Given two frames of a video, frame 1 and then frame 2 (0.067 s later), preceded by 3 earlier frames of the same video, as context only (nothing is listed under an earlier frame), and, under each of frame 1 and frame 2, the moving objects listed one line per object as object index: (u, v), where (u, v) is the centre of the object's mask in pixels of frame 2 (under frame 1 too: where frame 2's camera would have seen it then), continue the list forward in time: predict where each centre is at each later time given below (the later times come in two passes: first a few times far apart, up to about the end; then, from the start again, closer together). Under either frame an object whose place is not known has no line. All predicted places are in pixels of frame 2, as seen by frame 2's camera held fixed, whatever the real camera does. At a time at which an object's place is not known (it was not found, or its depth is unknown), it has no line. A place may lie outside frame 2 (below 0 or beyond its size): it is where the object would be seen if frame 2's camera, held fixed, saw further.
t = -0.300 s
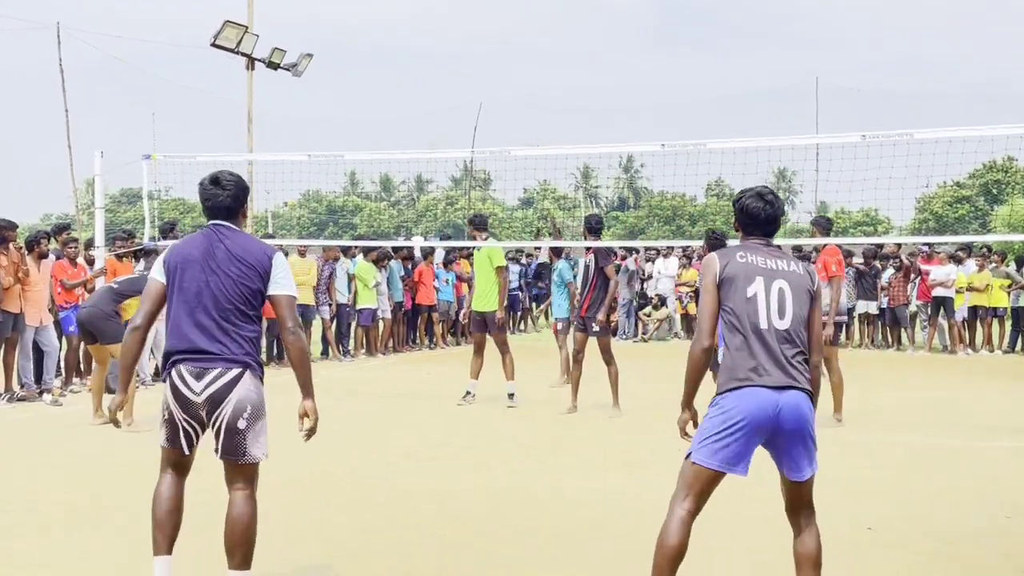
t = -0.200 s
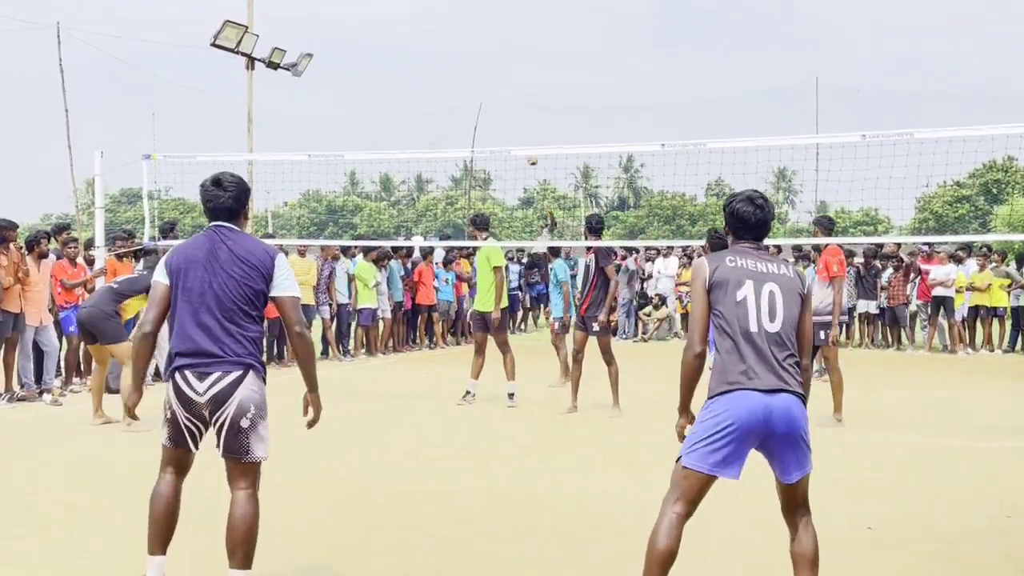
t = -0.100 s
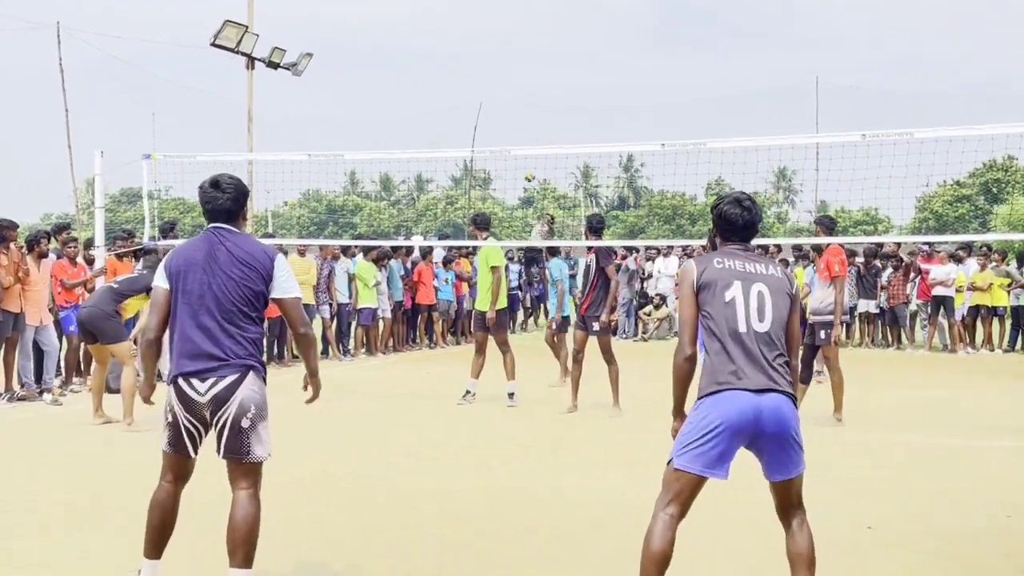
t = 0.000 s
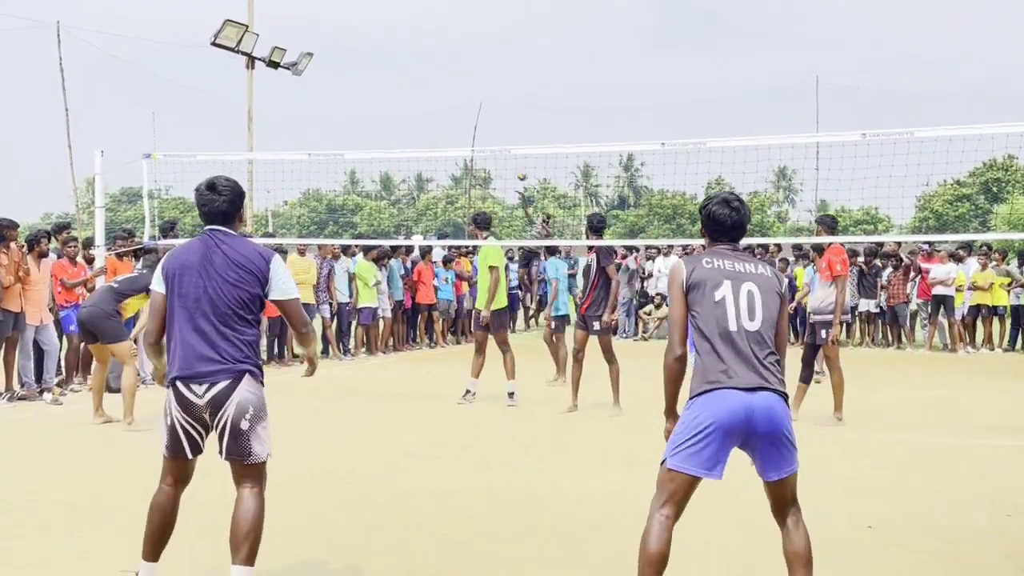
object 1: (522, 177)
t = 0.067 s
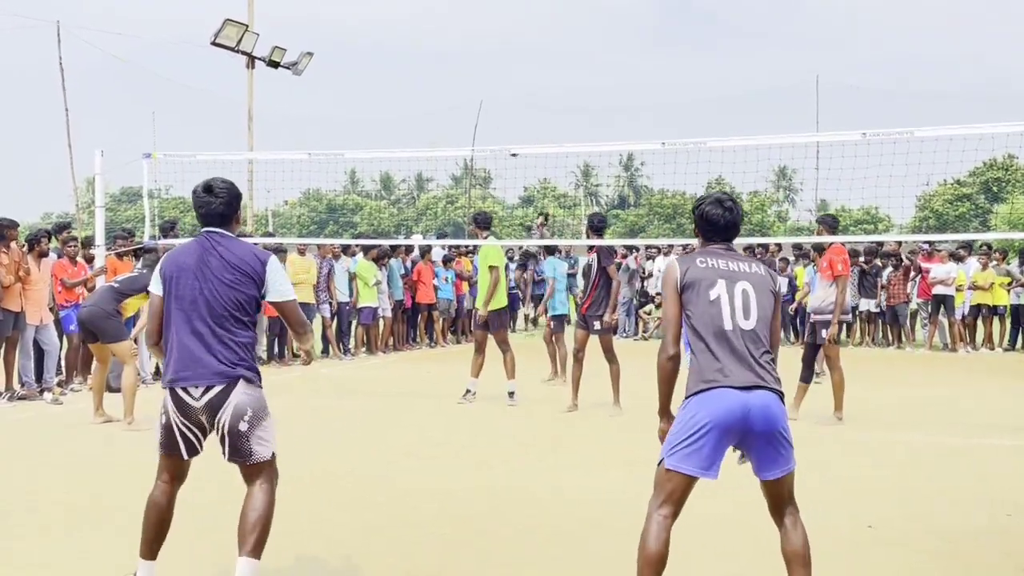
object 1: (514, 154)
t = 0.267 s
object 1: (481, 90)
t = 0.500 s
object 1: (431, 53)
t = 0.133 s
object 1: (503, 128)
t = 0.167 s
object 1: (499, 118)
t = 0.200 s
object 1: (493, 108)
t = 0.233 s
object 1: (487, 99)
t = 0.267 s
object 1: (481, 90)
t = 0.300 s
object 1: (476, 81)
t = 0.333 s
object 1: (469, 75)
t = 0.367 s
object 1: (462, 68)
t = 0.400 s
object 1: (455, 63)
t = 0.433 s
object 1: (447, 58)
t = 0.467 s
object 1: (439, 54)
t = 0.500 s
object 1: (431, 53)
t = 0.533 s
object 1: (421, 53)
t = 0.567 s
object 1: (411, 55)
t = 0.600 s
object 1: (400, 59)
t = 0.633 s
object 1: (389, 67)
